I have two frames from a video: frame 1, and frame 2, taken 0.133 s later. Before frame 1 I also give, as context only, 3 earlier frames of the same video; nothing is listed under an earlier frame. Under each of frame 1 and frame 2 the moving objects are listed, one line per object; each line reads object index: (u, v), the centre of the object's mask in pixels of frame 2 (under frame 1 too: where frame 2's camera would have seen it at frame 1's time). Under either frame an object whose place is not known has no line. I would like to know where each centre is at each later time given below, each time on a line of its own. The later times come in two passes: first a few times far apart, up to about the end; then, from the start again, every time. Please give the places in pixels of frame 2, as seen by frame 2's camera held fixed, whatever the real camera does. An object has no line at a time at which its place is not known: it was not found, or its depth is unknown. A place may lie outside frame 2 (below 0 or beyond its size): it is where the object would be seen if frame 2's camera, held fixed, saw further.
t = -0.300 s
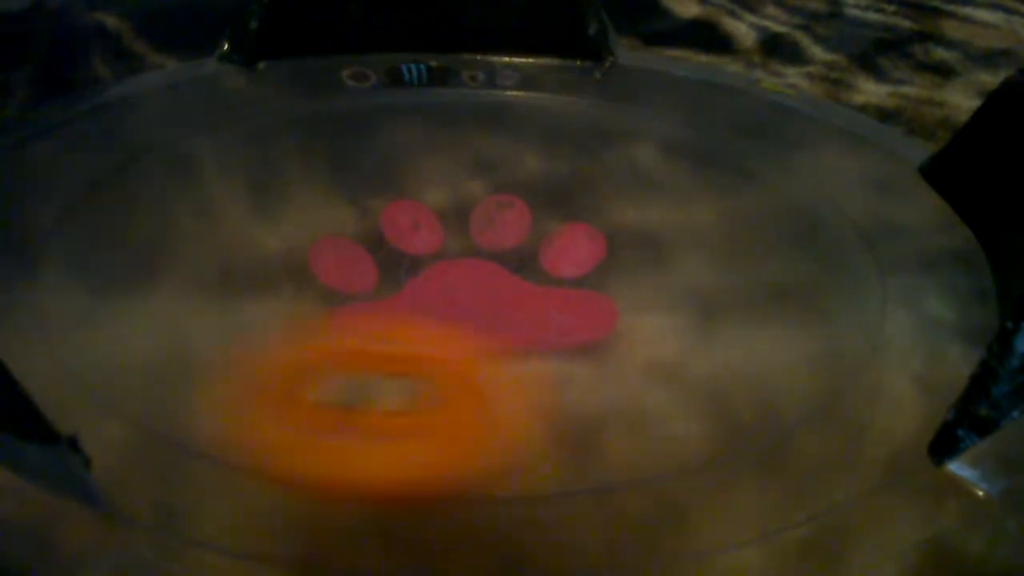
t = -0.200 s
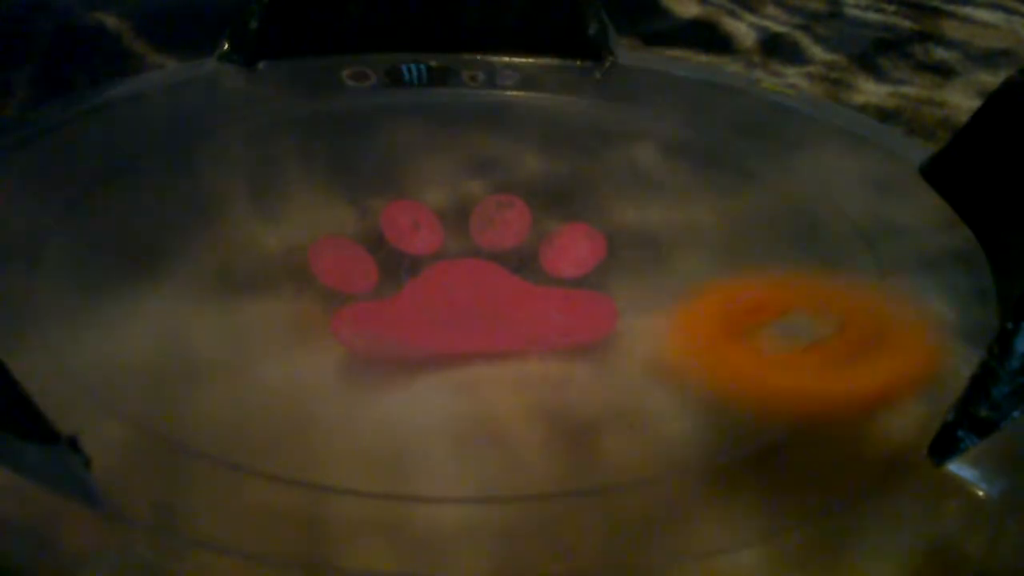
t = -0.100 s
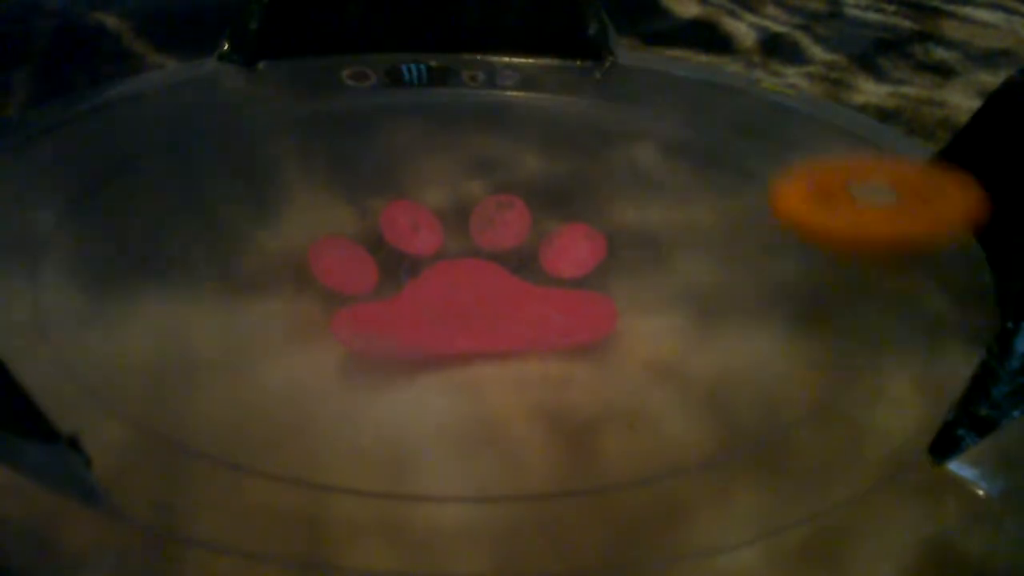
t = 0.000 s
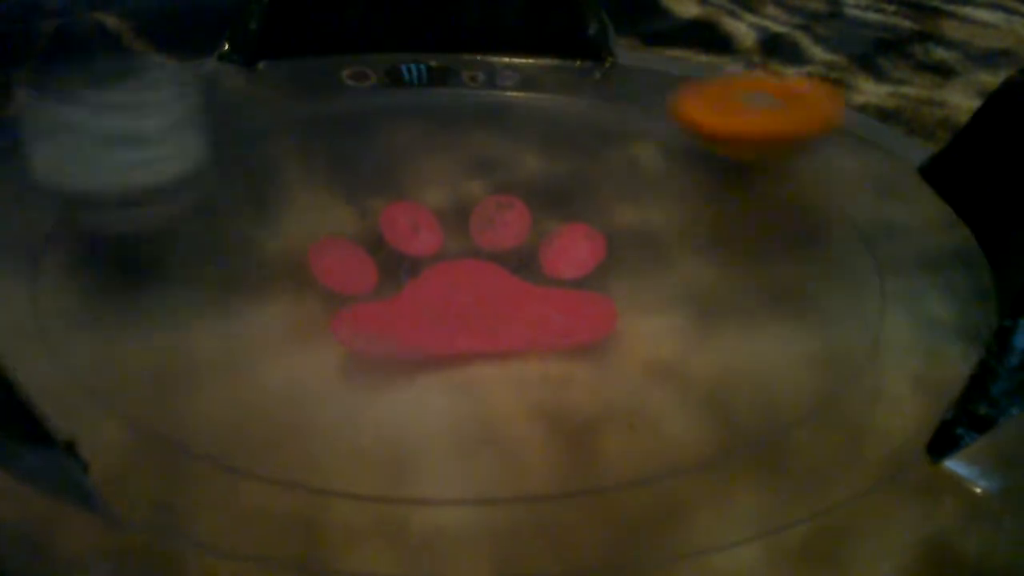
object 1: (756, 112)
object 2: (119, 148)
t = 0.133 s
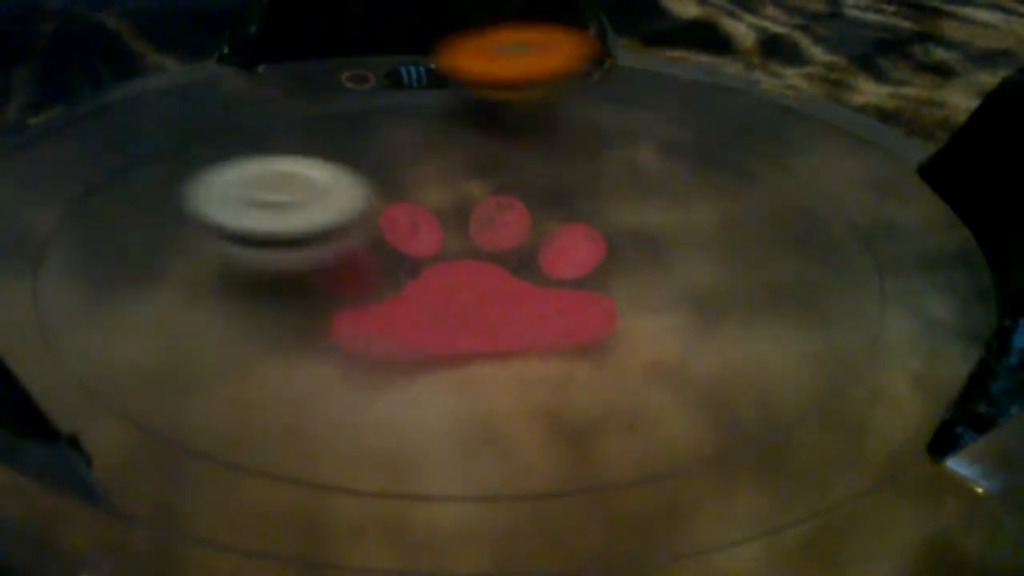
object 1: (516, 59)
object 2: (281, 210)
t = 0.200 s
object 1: (379, 57)
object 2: (382, 210)
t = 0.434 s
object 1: (74, 265)
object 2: (636, 220)
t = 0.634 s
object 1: (771, 370)
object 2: (591, 279)
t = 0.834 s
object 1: (616, 346)
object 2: (440, 176)
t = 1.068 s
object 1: (387, 239)
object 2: (511, 112)
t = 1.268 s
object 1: (279, 192)
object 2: (661, 147)
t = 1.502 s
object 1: (315, 241)
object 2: (504, 279)
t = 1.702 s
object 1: (301, 212)
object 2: (277, 287)
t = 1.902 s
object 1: (458, 161)
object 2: (80, 219)
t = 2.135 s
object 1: (524, 166)
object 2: (261, 127)
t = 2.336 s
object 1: (609, 247)
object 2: (524, 131)
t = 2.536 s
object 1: (658, 327)
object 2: (706, 211)
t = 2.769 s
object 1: (428, 410)
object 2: (627, 271)
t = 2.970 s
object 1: (252, 300)
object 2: (500, 239)
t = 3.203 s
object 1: (252, 209)
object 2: (539, 174)
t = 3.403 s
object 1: (423, 196)
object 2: (633, 178)
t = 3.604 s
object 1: (100, 172)
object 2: (845, 231)
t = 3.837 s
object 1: (110, 285)
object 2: (520, 317)
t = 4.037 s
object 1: (287, 392)
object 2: (380, 201)
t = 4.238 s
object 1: (523, 360)
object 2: (471, 105)
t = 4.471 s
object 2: (616, 137)
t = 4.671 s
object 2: (567, 234)
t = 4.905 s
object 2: (361, 261)
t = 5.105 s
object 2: (777, 303)
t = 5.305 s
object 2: (786, 290)
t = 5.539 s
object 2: (552, 269)
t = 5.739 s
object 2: (452, 215)
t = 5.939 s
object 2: (506, 172)
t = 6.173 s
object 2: (593, 152)
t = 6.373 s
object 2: (596, 153)
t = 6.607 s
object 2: (510, 181)
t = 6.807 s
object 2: (399, 191)
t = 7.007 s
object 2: (325, 189)
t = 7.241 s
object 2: (300, 191)
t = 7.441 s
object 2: (350, 218)
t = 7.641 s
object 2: (433, 262)
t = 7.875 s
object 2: (497, 292)
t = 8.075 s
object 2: (523, 298)
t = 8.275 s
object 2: (532, 279)
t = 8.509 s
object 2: (551, 231)
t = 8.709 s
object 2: (570, 200)
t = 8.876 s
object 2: (569, 188)
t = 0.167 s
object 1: (447, 55)
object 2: (331, 210)
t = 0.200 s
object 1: (379, 57)
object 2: (382, 210)
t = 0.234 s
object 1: (310, 66)
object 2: (425, 208)
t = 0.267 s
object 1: (237, 77)
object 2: (467, 203)
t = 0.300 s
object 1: (168, 96)
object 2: (503, 201)
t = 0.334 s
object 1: (109, 123)
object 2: (542, 202)
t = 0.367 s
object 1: (76, 159)
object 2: (576, 206)
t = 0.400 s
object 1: (66, 207)
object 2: (609, 211)
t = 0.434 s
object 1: (74, 265)
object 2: (636, 220)
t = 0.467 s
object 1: (114, 323)
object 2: (657, 233)
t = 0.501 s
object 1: (209, 374)
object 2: (669, 249)
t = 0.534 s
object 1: (361, 408)
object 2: (671, 266)
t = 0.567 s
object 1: (531, 413)
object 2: (662, 284)
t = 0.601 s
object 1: (662, 399)
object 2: (636, 284)
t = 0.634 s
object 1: (771, 370)
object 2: (591, 279)
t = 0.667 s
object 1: (858, 380)
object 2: (553, 267)
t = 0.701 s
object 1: (806, 384)
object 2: (519, 248)
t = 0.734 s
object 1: (753, 374)
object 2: (488, 231)
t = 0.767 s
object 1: (709, 372)
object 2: (466, 213)
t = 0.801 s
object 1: (663, 360)
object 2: (449, 194)
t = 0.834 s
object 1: (616, 346)
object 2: (440, 176)
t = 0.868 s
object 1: (578, 333)
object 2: (438, 159)
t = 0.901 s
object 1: (542, 320)
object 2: (441, 146)
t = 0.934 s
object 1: (505, 302)
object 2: (448, 133)
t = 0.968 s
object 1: (473, 286)
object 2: (458, 124)
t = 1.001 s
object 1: (444, 270)
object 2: (473, 118)
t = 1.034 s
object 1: (415, 255)
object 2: (491, 114)
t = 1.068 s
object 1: (387, 239)
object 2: (511, 112)
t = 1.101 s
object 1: (362, 227)
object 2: (533, 113)
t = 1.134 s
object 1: (339, 215)
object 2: (558, 113)
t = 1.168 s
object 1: (318, 206)
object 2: (582, 118)
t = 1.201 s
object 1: (303, 199)
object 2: (609, 124)
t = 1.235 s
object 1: (288, 194)
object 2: (635, 134)
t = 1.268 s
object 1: (279, 192)
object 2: (661, 147)
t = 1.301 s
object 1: (273, 193)
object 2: (677, 163)
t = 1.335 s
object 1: (271, 196)
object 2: (682, 185)
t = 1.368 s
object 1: (273, 201)
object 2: (673, 207)
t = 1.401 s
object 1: (279, 209)
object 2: (650, 230)
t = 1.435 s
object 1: (289, 219)
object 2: (614, 251)
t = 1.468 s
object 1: (301, 230)
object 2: (563, 270)
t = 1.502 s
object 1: (315, 241)
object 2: (504, 279)
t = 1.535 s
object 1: (309, 237)
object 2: (459, 289)
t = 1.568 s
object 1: (302, 232)
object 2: (424, 305)
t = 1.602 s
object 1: (295, 225)
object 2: (386, 310)
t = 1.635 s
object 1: (292, 220)
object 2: (348, 309)
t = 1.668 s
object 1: (294, 216)
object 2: (311, 298)
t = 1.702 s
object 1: (301, 212)
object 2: (277, 287)
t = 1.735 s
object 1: (334, 212)
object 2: (218, 286)
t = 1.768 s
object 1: (361, 202)
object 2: (162, 282)
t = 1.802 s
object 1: (390, 189)
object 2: (122, 273)
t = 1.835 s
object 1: (415, 178)
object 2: (98, 254)
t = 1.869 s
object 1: (439, 168)
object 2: (86, 238)
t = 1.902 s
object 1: (458, 161)
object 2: (80, 219)
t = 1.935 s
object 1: (478, 155)
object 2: (81, 199)
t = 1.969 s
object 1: (493, 151)
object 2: (86, 179)
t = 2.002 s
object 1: (505, 150)
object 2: (101, 163)
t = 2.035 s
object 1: (515, 151)
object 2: (131, 145)
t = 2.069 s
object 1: (521, 154)
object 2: (166, 143)
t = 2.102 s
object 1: (524, 159)
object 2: (213, 133)
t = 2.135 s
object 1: (524, 166)
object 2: (261, 127)
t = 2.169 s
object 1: (520, 174)
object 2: (318, 124)
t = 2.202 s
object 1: (516, 183)
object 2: (372, 122)
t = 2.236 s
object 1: (538, 199)
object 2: (412, 118)
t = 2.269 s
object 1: (564, 216)
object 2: (447, 119)
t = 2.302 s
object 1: (589, 233)
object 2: (484, 122)
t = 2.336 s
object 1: (609, 247)
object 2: (524, 131)
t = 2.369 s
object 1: (626, 261)
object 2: (563, 142)
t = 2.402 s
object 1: (637, 270)
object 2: (601, 153)
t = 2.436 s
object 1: (644, 279)
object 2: (641, 168)
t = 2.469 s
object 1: (648, 291)
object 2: (674, 185)
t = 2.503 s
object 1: (655, 311)
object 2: (692, 197)
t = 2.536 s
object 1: (658, 327)
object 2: (706, 211)
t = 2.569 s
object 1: (653, 339)
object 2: (715, 224)
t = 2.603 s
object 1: (635, 355)
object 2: (716, 239)
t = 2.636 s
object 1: (598, 385)
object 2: (710, 247)
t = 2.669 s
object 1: (555, 408)
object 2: (700, 252)
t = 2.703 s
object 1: (510, 425)
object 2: (681, 259)
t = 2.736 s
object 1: (466, 421)
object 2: (658, 263)
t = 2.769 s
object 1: (428, 410)
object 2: (627, 271)
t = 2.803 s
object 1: (400, 392)
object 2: (596, 278)
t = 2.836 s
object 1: (382, 375)
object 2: (565, 281)
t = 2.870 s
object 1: (372, 355)
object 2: (537, 277)
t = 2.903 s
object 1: (355, 330)
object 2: (515, 268)
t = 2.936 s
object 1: (295, 318)
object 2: (503, 254)
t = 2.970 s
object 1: (252, 300)
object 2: (500, 239)
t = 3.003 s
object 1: (218, 285)
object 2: (501, 223)
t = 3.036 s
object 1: (199, 267)
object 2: (502, 211)
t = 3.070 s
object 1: (192, 252)
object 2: (505, 199)
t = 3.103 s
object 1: (195, 237)
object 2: (509, 191)
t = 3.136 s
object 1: (206, 226)
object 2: (516, 184)
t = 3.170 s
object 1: (227, 216)
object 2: (526, 178)
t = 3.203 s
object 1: (252, 209)
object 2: (539, 174)
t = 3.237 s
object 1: (282, 204)
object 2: (555, 171)
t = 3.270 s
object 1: (314, 200)
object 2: (570, 170)
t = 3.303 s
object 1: (349, 197)
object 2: (584, 170)
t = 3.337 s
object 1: (384, 197)
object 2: (594, 174)
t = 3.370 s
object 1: (419, 199)
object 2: (603, 179)
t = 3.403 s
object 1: (423, 196)
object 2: (633, 178)
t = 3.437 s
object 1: (351, 188)
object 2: (737, 171)
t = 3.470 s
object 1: (284, 181)
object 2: (824, 166)
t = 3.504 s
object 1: (224, 173)
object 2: (881, 161)
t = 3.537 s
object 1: (170, 167)
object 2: (893, 173)
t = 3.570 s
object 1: (130, 168)
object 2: (873, 202)
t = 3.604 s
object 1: (100, 172)
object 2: (845, 231)
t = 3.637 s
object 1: (80, 181)
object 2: (820, 253)
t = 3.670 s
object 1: (69, 191)
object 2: (787, 272)
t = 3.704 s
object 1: (67, 208)
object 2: (744, 292)
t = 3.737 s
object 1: (72, 226)
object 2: (693, 306)
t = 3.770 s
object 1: (81, 247)
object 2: (634, 315)
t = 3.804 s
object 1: (93, 268)
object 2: (574, 319)
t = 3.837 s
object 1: (110, 285)
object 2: (520, 317)
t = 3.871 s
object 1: (139, 303)
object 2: (468, 310)
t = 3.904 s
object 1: (175, 319)
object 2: (427, 298)
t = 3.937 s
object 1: (204, 333)
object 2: (401, 280)
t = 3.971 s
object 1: (209, 358)
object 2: (388, 253)
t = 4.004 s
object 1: (234, 382)
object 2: (382, 227)
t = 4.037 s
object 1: (287, 392)
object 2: (380, 201)
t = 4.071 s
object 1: (336, 387)
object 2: (381, 179)
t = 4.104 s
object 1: (384, 389)
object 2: (391, 157)
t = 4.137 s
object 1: (429, 385)
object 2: (406, 142)
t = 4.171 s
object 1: (466, 378)
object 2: (423, 127)
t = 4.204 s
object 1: (495, 369)
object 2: (445, 116)
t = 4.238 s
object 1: (523, 360)
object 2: (471, 105)
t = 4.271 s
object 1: (542, 347)
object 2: (498, 100)
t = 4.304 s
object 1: (554, 334)
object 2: (526, 98)
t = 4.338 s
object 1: (557, 319)
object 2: (553, 101)
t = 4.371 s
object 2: (574, 106)
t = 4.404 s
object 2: (592, 113)
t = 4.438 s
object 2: (606, 124)
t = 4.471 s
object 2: (616, 137)
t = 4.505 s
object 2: (621, 150)
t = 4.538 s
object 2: (621, 169)
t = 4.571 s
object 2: (616, 186)
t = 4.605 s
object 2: (606, 203)
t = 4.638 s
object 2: (588, 219)
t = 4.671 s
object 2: (567, 234)
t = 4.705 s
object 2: (542, 247)
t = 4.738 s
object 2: (515, 258)
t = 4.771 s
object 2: (487, 264)
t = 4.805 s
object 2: (460, 266)
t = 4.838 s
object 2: (431, 267)
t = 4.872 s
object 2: (395, 265)
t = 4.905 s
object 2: (361, 261)
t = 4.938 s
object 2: (371, 265)
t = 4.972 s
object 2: (465, 290)
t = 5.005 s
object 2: (551, 297)
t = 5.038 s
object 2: (640, 305)
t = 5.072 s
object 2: (712, 305)
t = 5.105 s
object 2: (777, 303)
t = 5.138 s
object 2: (826, 301)
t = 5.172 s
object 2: (859, 299)
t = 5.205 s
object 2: (859, 298)
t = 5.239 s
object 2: (839, 295)
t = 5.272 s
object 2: (816, 293)
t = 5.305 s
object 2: (786, 290)
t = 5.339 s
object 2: (757, 290)
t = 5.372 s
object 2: (725, 289)
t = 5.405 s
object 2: (691, 286)
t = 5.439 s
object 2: (655, 284)
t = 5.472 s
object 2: (618, 281)
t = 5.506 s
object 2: (585, 277)
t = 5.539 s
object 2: (552, 269)
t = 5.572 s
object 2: (526, 262)
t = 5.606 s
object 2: (499, 254)
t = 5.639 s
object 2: (478, 243)
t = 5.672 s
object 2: (466, 233)
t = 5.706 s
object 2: (457, 224)
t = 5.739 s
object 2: (452, 215)
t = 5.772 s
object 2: (452, 207)
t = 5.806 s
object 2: (458, 198)
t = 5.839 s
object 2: (467, 190)
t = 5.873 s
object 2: (479, 183)
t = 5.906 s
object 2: (492, 178)
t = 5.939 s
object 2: (506, 172)
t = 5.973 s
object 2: (522, 166)
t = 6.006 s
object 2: (536, 162)
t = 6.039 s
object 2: (551, 158)
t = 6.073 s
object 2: (565, 154)
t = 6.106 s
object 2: (577, 153)
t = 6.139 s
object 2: (586, 153)
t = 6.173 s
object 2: (593, 152)
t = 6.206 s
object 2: (598, 152)
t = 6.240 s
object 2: (600, 152)
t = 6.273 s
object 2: (601, 152)
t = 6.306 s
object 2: (601, 151)
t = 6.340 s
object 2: (599, 152)
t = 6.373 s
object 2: (596, 153)
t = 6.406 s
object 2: (590, 156)
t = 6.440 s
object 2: (583, 159)
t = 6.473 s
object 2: (572, 161)
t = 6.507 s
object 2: (559, 166)
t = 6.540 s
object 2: (545, 172)
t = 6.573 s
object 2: (528, 177)
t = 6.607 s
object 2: (510, 181)
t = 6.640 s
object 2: (492, 183)
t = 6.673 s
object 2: (472, 188)
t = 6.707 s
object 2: (452, 187)
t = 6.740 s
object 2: (433, 189)
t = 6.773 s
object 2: (416, 191)
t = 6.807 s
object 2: (399, 191)
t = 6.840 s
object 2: (384, 191)
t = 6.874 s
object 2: (368, 191)
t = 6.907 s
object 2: (356, 190)
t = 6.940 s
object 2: (344, 190)
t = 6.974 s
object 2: (334, 189)
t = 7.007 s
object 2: (325, 189)
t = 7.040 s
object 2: (317, 188)
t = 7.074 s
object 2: (310, 188)
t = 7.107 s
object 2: (305, 188)
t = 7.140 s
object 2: (301, 188)
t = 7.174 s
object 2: (299, 189)
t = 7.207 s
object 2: (299, 190)
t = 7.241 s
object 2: (300, 191)
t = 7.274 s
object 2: (303, 194)
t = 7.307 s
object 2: (308, 198)
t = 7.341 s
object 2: (315, 201)
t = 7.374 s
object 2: (325, 206)
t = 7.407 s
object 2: (336, 211)
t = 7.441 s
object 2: (350, 218)
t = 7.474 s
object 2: (365, 225)
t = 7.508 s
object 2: (378, 232)
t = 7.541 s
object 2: (392, 240)
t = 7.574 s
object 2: (405, 247)
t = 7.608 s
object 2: (420, 255)
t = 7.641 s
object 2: (433, 262)
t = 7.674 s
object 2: (445, 269)
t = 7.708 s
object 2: (455, 274)
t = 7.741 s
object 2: (464, 279)
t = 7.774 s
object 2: (474, 283)
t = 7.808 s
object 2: (482, 287)
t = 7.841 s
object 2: (490, 290)
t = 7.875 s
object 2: (497, 292)
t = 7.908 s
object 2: (505, 294)
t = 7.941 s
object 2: (511, 296)
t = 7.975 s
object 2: (516, 298)
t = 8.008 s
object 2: (520, 299)
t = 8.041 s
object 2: (522, 299)
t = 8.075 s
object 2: (523, 298)
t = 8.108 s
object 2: (523, 297)
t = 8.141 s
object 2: (525, 294)
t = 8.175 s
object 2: (527, 292)
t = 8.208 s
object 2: (529, 288)
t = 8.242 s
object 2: (531, 284)
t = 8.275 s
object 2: (532, 279)
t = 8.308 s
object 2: (533, 273)
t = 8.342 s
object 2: (535, 267)
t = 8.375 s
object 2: (537, 260)
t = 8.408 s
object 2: (540, 253)
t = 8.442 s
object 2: (544, 246)
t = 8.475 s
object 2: (547, 238)
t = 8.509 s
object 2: (551, 231)
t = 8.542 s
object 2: (555, 226)
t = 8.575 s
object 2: (559, 219)
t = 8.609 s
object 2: (562, 214)
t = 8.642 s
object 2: (565, 209)
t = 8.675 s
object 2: (567, 205)
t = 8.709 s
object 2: (570, 200)
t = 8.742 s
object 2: (571, 196)
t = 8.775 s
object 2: (572, 194)
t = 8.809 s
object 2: (572, 191)
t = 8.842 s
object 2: (571, 189)
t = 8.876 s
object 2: (569, 188)
